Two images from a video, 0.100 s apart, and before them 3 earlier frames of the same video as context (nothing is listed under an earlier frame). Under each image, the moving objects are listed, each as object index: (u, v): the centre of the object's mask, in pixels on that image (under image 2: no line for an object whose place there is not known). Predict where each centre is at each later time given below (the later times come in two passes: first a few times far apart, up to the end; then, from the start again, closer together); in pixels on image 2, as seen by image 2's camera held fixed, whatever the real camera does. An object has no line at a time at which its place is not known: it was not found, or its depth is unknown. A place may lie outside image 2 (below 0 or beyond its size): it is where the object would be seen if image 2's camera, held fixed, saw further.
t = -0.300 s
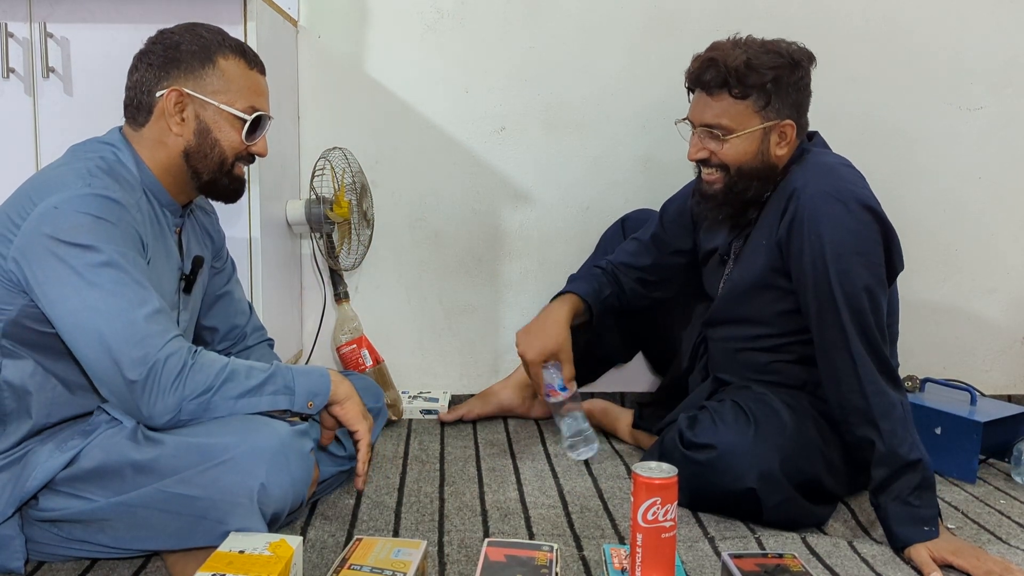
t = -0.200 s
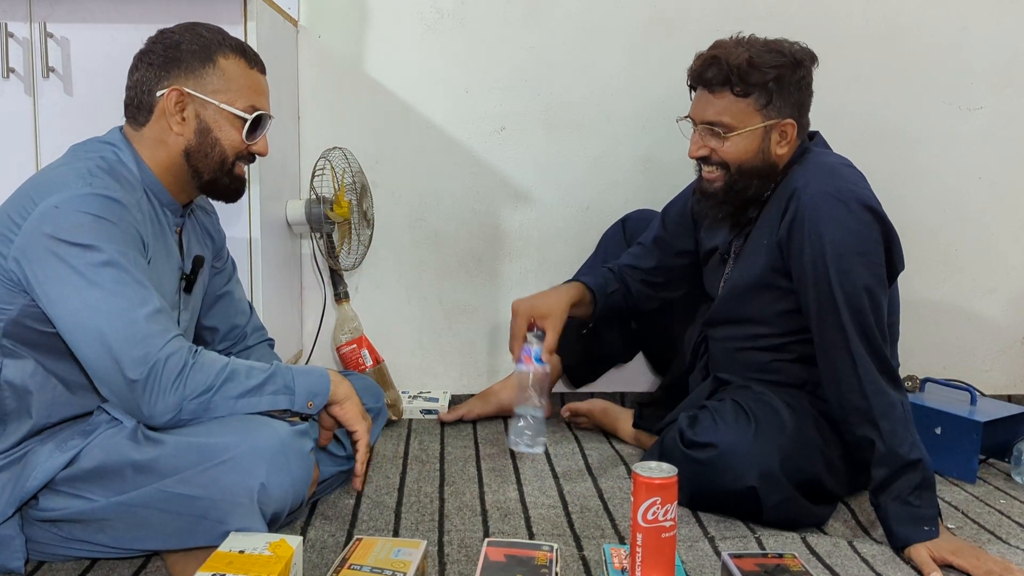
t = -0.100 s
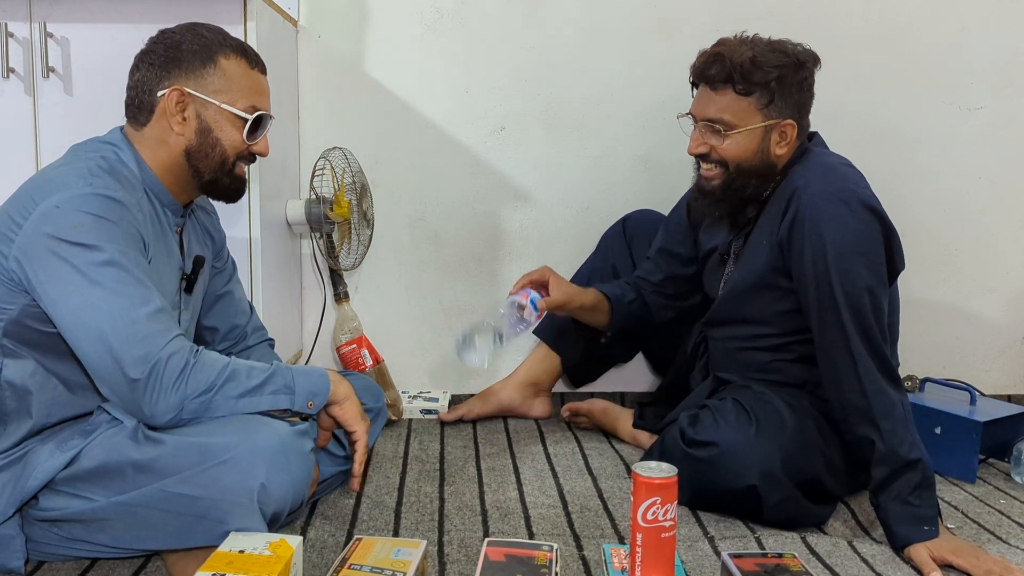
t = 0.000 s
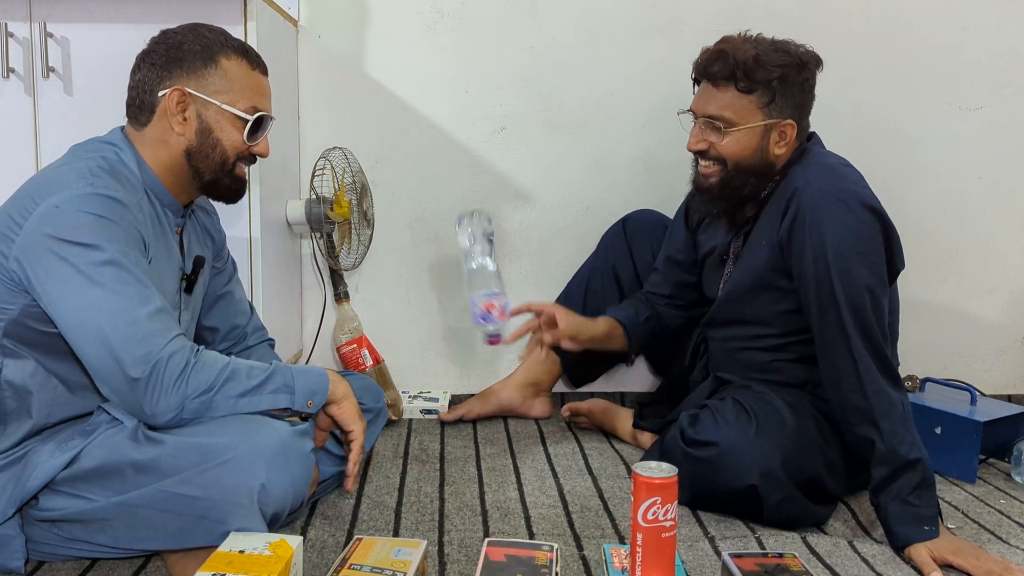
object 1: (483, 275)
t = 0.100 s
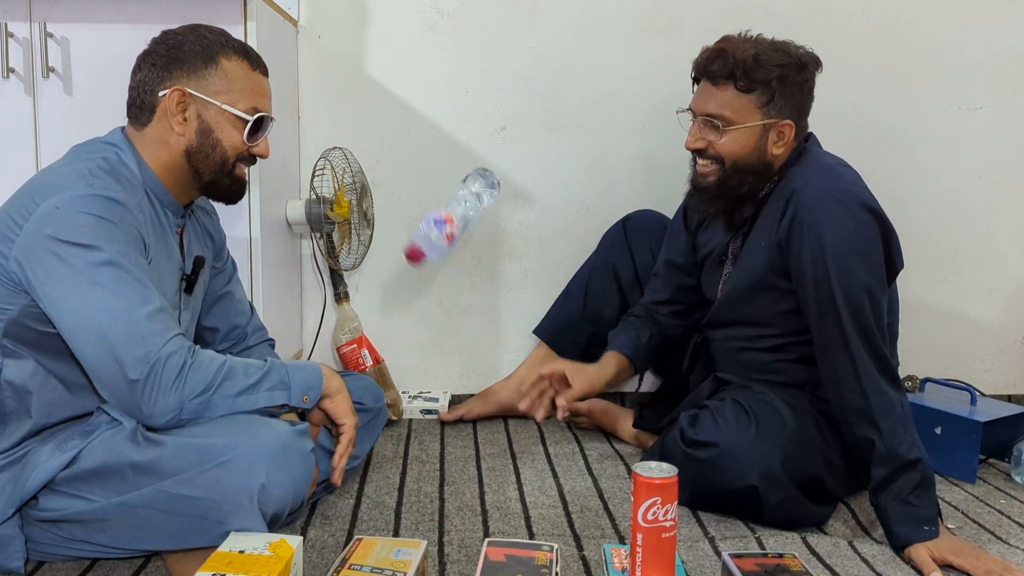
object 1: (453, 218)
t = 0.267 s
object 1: (447, 238)
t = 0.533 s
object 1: (447, 439)
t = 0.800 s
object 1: (448, 442)
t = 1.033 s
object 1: (447, 442)
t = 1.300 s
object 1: (447, 442)
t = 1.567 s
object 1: (447, 442)
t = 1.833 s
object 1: (447, 442)
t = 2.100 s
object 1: (447, 442)
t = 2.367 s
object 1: (447, 442)
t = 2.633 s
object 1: (447, 442)
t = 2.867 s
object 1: (447, 442)
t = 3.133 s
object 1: (447, 442)
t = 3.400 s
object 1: (447, 442)
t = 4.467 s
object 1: (446, 441)
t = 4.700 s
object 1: (447, 441)
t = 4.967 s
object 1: (447, 442)
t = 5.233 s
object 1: (447, 442)
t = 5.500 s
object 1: (447, 442)
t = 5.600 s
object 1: (446, 453)
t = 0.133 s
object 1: (449, 204)
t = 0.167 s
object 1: (445, 200)
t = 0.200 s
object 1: (444, 203)
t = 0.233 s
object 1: (445, 216)
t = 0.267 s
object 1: (447, 238)
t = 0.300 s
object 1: (447, 265)
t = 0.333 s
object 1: (448, 302)
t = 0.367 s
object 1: (449, 348)
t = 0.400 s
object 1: (449, 396)
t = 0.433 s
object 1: (449, 442)
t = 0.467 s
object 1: (448, 439)
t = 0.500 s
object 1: (447, 438)
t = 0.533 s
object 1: (447, 439)
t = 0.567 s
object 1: (446, 439)
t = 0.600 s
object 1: (446, 439)
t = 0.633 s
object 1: (447, 440)
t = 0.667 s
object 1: (447, 441)
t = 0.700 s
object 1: (446, 442)
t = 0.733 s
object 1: (446, 442)
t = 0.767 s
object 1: (447, 442)
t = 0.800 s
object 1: (448, 442)
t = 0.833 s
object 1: (448, 442)
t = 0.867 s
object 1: (447, 441)
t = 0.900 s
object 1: (446, 441)
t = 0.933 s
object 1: (446, 442)
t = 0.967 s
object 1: (447, 442)
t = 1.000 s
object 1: (447, 442)
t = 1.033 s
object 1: (447, 442)
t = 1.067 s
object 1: (447, 442)
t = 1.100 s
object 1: (447, 442)
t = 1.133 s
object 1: (447, 442)
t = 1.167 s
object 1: (447, 442)
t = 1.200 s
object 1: (447, 442)
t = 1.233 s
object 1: (447, 442)
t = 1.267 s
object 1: (447, 442)
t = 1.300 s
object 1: (447, 442)
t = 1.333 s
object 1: (447, 442)
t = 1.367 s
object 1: (447, 442)
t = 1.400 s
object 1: (447, 442)
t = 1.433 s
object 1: (447, 442)
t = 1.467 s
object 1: (447, 442)
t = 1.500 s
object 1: (447, 442)
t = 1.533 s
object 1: (447, 442)
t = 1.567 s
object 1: (447, 442)
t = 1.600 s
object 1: (447, 442)
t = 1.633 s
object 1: (447, 442)
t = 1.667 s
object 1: (447, 442)
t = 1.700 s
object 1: (447, 442)
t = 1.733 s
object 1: (447, 442)
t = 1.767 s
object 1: (447, 442)
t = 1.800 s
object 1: (447, 442)
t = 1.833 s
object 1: (447, 442)
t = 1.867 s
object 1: (447, 442)
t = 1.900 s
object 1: (447, 442)
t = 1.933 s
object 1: (447, 442)
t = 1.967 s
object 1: (447, 442)
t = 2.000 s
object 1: (447, 442)
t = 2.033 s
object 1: (447, 442)
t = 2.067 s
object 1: (447, 442)
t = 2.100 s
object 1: (447, 442)
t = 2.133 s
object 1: (447, 442)
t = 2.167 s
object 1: (447, 442)
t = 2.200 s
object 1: (447, 442)
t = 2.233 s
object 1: (447, 442)
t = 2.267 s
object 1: (447, 442)
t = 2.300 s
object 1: (447, 442)
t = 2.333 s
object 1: (447, 442)
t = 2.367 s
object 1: (447, 442)
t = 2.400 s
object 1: (447, 442)
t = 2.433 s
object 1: (447, 442)
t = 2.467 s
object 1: (447, 442)
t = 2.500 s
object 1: (447, 442)
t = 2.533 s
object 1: (447, 442)
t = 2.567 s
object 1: (447, 442)
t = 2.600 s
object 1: (447, 442)
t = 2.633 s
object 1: (447, 442)
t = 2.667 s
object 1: (447, 442)
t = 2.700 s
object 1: (447, 442)
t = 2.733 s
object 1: (447, 442)
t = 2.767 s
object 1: (447, 442)
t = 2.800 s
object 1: (447, 442)
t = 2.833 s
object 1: (447, 442)
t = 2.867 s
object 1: (447, 442)
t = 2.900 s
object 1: (447, 442)
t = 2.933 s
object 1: (447, 442)
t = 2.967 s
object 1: (447, 442)
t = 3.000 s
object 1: (447, 442)
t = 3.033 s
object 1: (447, 442)
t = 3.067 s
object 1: (447, 442)
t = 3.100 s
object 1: (447, 442)
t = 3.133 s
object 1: (447, 442)
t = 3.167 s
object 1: (447, 442)
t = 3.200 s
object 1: (446, 442)
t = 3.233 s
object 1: (446, 442)
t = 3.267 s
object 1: (446, 442)
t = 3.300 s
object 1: (446, 442)
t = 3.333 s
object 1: (447, 442)
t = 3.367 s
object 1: (447, 442)
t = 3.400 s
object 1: (447, 442)
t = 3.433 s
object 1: (446, 442)
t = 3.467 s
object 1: (446, 442)
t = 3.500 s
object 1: (446, 442)
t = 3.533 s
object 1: (446, 442)
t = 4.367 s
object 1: (446, 441)
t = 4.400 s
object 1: (446, 441)
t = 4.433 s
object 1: (446, 441)
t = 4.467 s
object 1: (446, 441)
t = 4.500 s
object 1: (447, 441)
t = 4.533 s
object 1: (447, 441)
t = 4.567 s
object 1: (447, 441)
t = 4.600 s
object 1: (447, 441)
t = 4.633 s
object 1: (447, 441)
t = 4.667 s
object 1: (447, 441)
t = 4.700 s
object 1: (447, 441)
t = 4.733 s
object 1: (447, 441)
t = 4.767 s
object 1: (447, 442)
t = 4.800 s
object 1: (447, 442)
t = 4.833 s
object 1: (447, 441)
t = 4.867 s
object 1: (447, 441)
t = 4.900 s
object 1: (447, 441)
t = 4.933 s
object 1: (447, 442)
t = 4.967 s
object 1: (447, 442)
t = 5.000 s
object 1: (447, 441)
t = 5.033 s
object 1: (447, 442)
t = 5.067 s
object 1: (447, 442)
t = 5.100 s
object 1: (447, 442)
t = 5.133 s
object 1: (447, 442)
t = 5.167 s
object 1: (447, 442)
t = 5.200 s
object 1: (447, 442)
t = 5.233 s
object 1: (447, 442)
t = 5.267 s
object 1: (447, 442)
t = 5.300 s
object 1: (447, 442)
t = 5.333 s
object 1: (447, 442)
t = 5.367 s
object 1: (447, 442)
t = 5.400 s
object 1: (447, 442)
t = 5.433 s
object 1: (447, 442)
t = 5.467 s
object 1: (447, 442)
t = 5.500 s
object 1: (447, 442)
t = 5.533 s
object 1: (447, 442)
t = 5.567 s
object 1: (446, 447)
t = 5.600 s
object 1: (446, 453)
